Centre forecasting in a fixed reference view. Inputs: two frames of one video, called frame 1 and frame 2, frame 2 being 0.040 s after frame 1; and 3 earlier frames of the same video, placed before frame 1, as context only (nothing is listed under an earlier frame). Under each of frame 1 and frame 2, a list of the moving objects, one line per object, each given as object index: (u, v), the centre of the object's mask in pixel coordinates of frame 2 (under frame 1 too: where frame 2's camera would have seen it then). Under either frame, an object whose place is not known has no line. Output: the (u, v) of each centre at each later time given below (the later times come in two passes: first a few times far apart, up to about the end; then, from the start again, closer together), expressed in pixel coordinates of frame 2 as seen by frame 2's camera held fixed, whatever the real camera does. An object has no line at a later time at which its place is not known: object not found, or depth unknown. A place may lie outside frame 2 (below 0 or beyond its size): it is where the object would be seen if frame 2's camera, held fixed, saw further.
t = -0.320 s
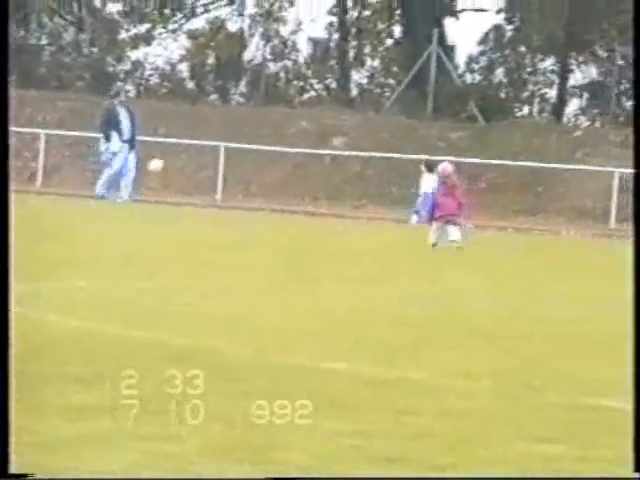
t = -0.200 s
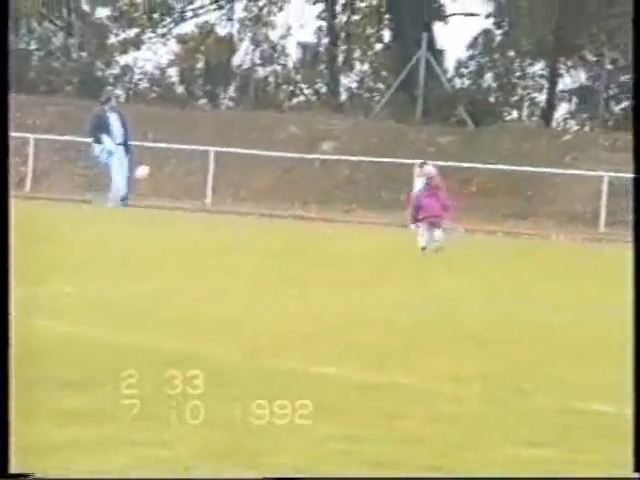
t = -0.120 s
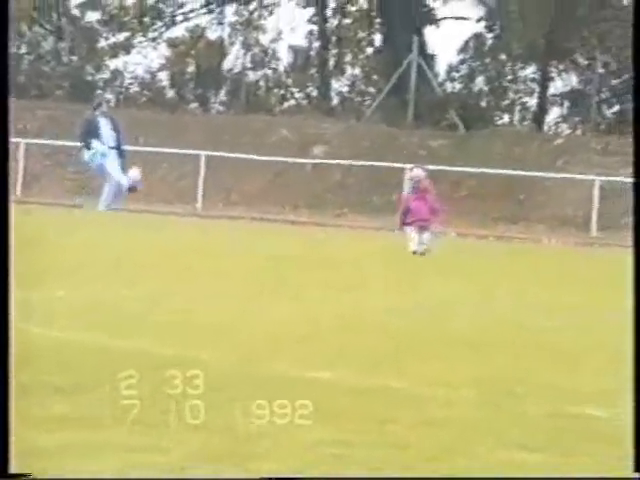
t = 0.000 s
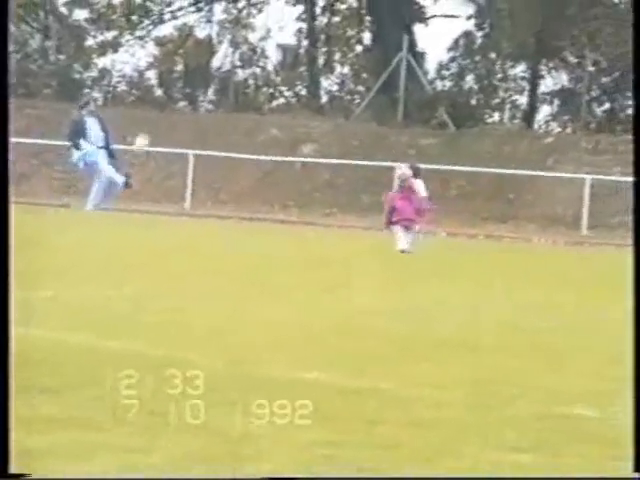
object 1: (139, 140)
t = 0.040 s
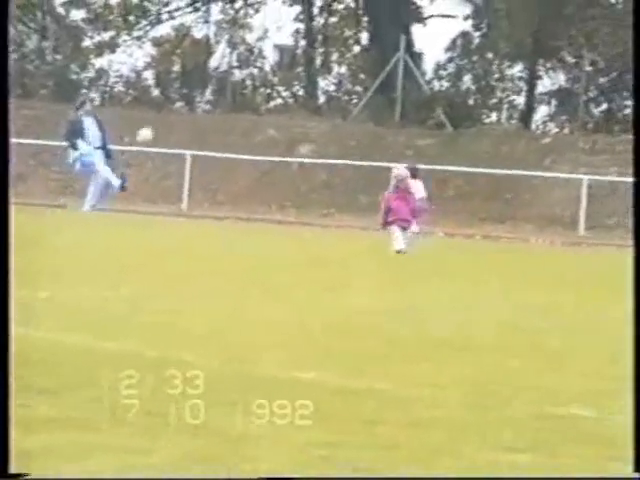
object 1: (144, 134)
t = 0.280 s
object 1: (181, 107)
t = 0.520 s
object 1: (216, 118)
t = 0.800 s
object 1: (253, 180)
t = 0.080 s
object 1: (151, 126)
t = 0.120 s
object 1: (157, 120)
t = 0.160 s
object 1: (163, 116)
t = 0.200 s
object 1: (168, 112)
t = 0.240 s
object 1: (176, 108)
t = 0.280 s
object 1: (181, 107)
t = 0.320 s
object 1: (187, 106)
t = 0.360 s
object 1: (194, 106)
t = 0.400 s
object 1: (200, 107)
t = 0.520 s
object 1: (216, 118)
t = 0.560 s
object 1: (222, 124)
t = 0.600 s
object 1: (228, 131)
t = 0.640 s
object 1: (232, 137)
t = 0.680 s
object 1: (238, 147)
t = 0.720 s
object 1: (244, 158)
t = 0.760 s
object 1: (248, 166)
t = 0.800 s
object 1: (253, 180)
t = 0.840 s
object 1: (258, 193)
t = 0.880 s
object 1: (263, 208)
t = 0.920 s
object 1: (267, 219)
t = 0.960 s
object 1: (270, 211)
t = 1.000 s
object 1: (274, 201)
